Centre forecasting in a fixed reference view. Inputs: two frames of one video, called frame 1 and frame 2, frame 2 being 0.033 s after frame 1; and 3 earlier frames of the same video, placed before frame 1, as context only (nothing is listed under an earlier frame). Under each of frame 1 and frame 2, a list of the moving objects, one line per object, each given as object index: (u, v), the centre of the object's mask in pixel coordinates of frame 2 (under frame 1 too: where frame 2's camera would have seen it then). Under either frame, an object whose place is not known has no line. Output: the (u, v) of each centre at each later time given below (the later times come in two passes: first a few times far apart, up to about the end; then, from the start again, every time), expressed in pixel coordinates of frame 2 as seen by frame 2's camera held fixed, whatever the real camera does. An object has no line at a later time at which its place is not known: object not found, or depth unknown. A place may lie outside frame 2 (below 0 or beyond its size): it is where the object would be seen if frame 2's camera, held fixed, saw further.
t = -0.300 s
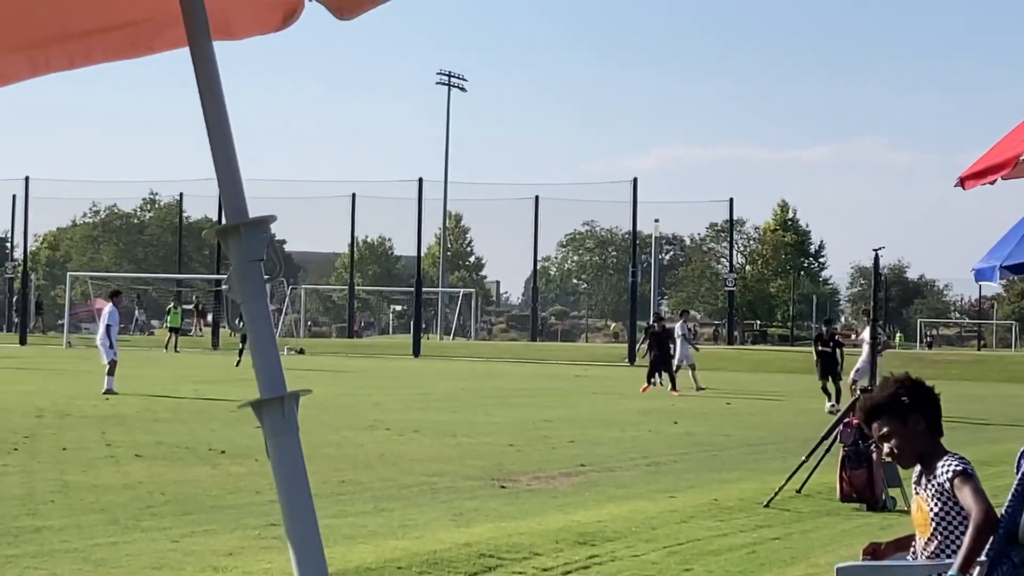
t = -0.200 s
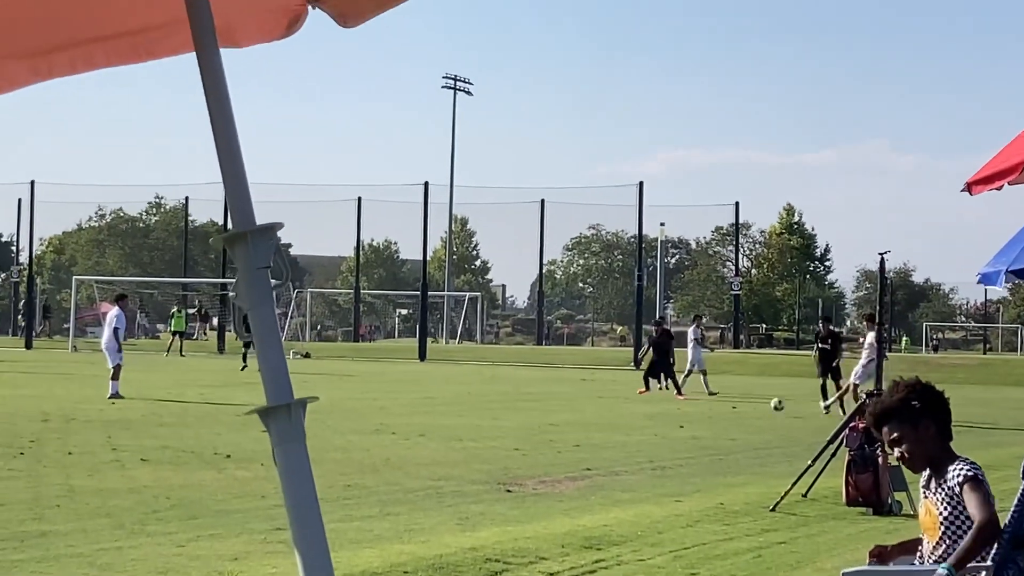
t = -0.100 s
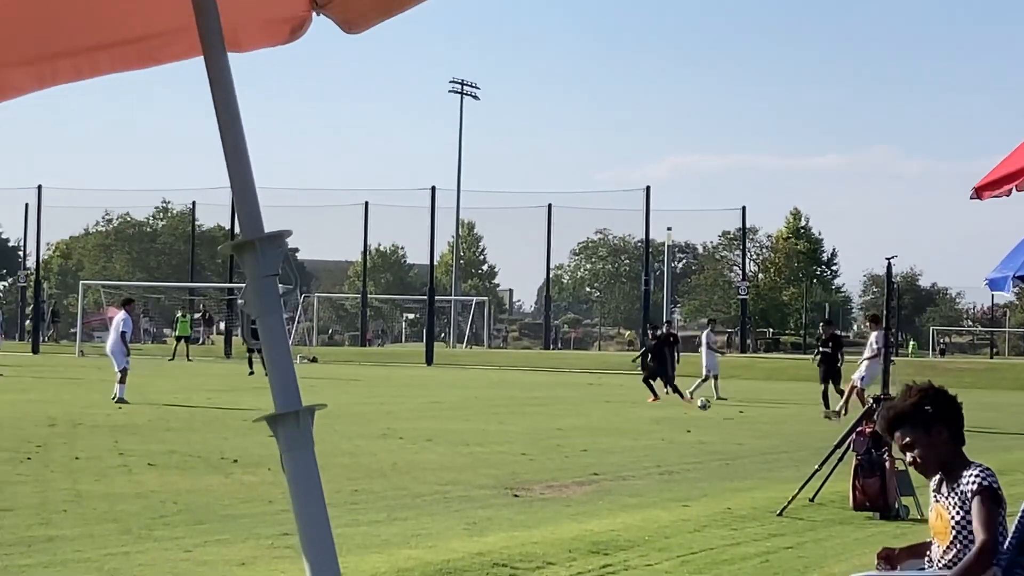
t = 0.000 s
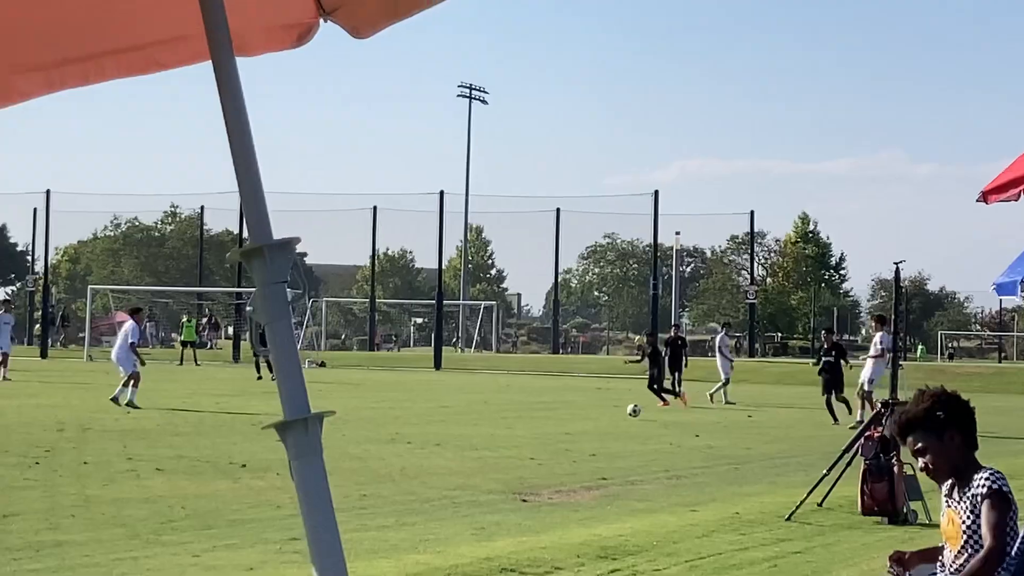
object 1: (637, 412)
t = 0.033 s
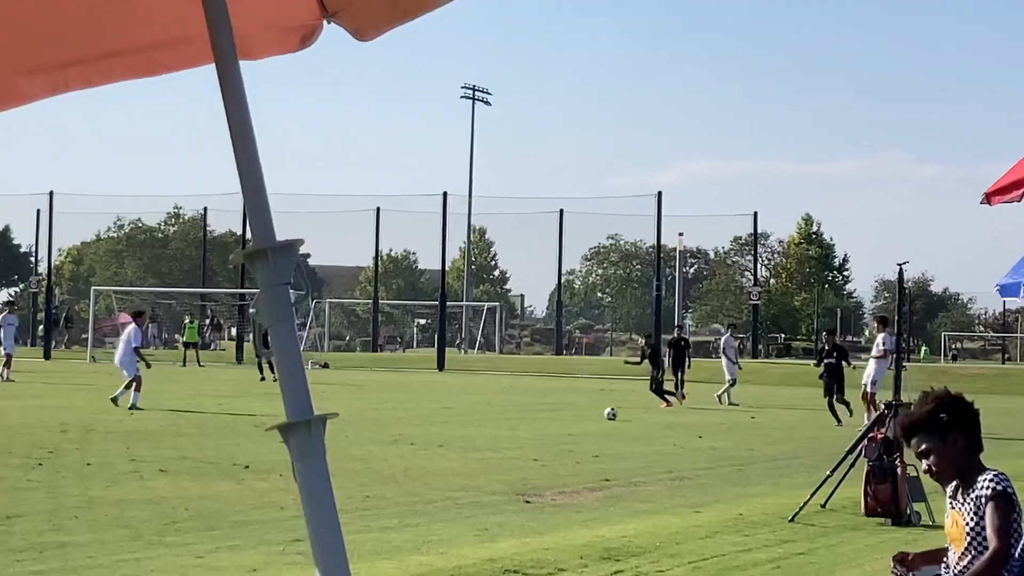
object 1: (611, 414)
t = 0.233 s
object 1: (484, 406)
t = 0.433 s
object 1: (379, 401)
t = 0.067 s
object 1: (587, 413)
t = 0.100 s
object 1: (566, 411)
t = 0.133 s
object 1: (545, 408)
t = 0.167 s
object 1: (525, 407)
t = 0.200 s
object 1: (504, 406)
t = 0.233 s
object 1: (484, 406)
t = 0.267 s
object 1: (464, 407)
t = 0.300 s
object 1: (443, 409)
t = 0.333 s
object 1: (426, 407)
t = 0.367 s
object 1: (411, 404)
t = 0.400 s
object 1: (394, 403)
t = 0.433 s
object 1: (379, 401)
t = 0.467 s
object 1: (364, 401)
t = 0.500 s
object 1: (348, 401)
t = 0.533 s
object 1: (332, 402)
